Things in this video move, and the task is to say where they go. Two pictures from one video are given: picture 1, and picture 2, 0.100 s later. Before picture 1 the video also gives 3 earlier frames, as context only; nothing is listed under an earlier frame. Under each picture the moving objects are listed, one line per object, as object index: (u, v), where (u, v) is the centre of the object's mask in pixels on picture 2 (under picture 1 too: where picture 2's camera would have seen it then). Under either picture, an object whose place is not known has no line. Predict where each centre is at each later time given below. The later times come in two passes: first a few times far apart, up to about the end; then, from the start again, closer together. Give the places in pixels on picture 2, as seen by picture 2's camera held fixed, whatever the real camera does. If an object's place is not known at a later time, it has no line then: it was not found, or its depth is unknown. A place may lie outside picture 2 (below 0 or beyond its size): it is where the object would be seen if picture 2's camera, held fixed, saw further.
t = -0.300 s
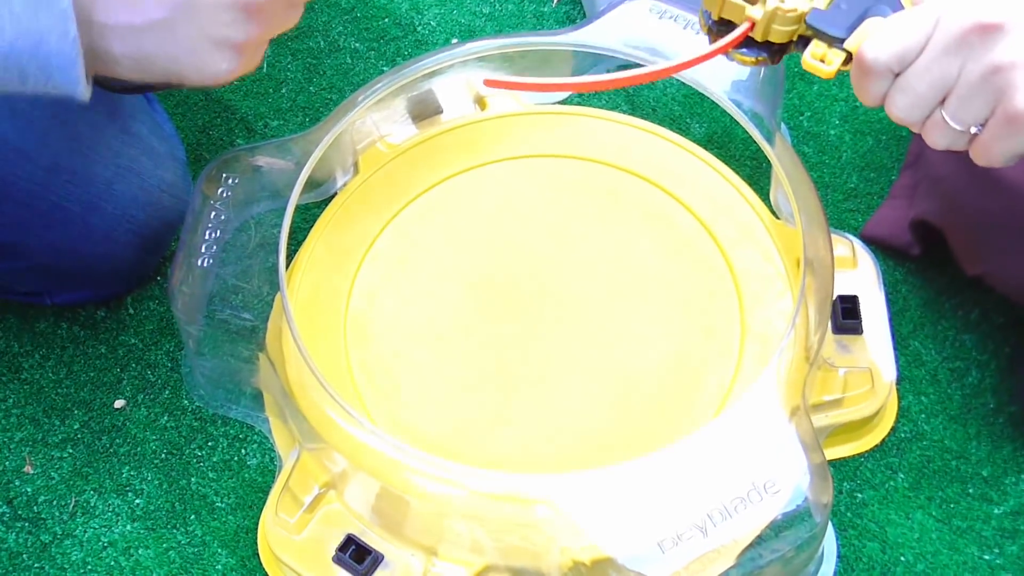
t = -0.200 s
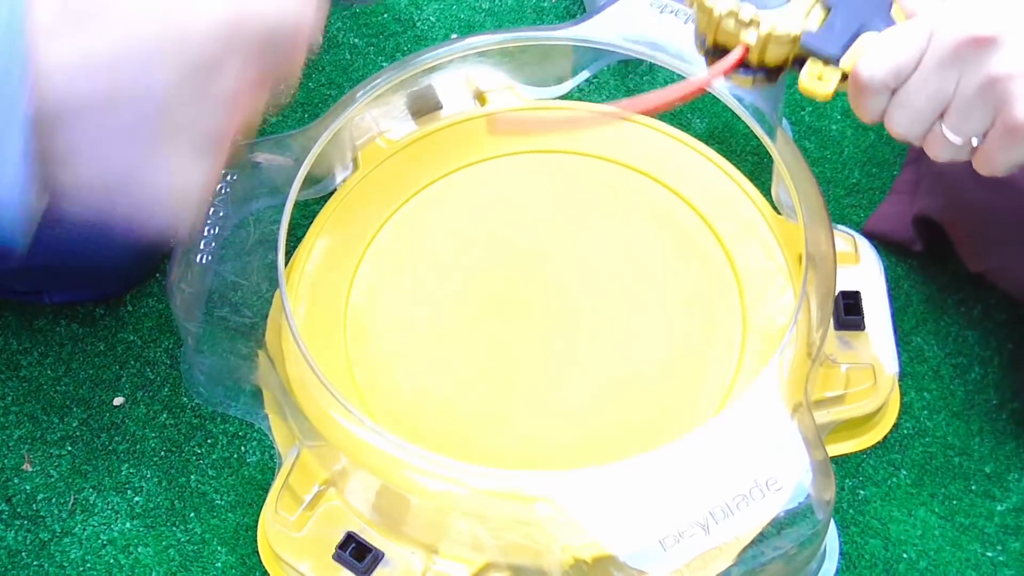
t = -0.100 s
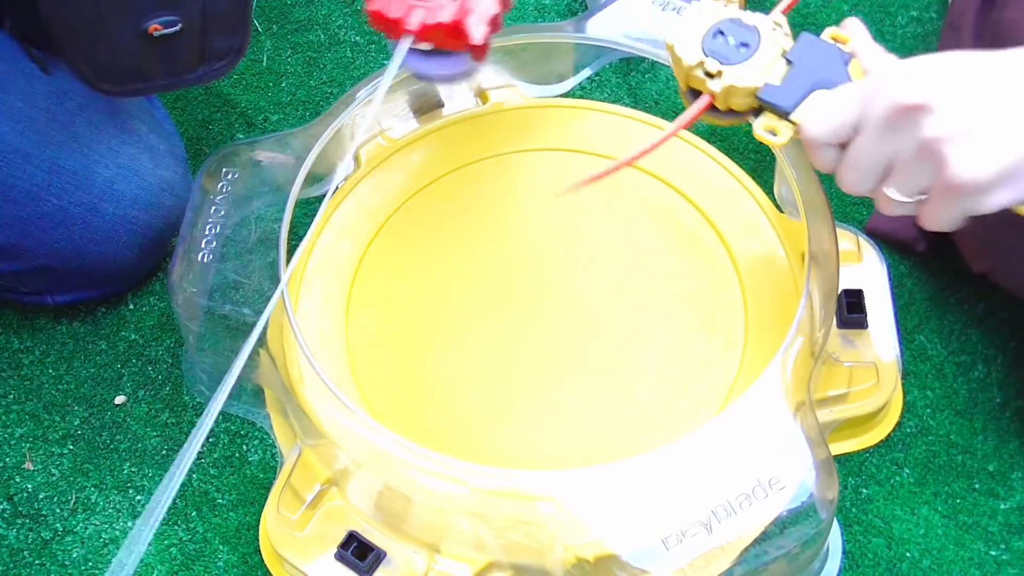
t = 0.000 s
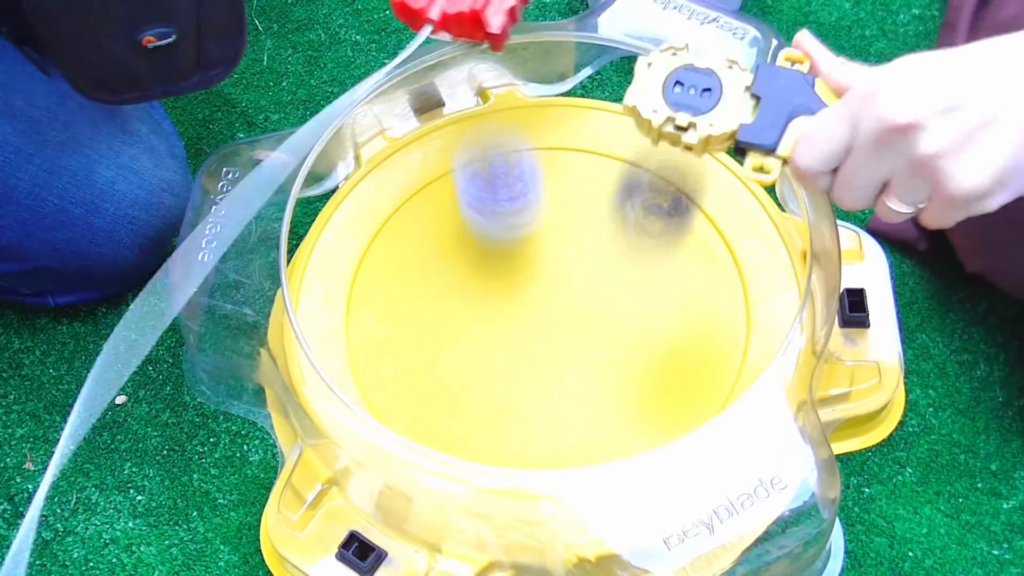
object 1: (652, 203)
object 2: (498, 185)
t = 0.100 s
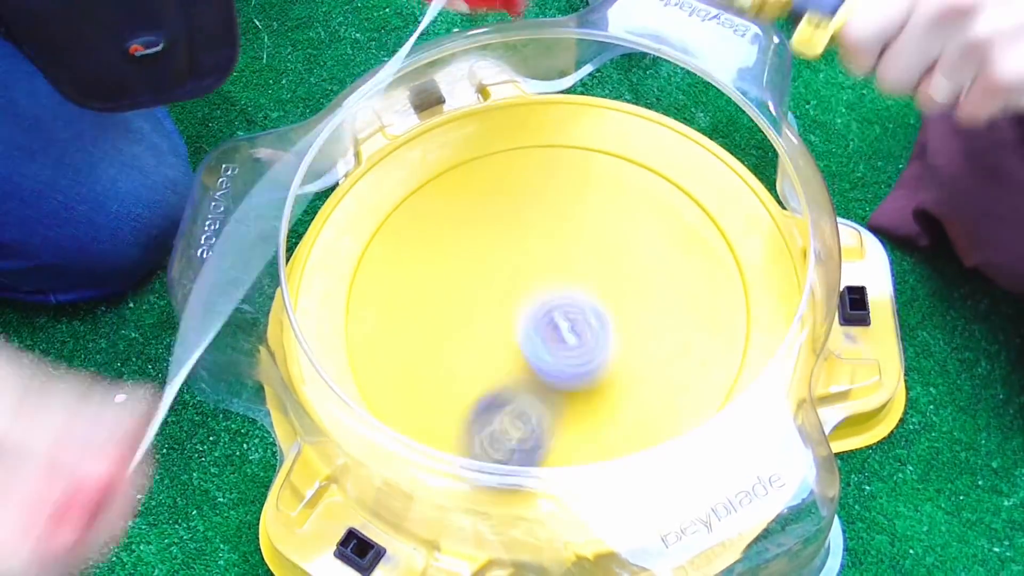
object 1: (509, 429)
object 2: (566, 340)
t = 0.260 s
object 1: (346, 400)
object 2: (610, 440)
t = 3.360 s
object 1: (600, 324)
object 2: (668, 412)
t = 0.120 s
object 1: (475, 461)
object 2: (580, 366)
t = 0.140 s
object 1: (452, 456)
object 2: (592, 383)
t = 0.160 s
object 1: (430, 444)
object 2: (603, 403)
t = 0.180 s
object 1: (410, 430)
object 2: (611, 417)
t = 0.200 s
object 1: (391, 418)
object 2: (615, 426)
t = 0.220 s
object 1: (374, 412)
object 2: (616, 433)
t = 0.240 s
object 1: (357, 405)
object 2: (614, 439)
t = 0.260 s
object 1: (346, 400)
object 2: (610, 440)
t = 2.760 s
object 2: (431, 440)
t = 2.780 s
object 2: (404, 418)
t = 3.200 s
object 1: (634, 317)
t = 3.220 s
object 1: (630, 319)
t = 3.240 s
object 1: (626, 320)
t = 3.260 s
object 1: (622, 322)
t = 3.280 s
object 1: (618, 323)
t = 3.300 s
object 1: (613, 324)
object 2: (729, 348)
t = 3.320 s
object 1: (608, 324)
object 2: (712, 372)
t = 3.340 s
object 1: (604, 324)
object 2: (692, 393)
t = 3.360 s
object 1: (600, 324)
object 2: (668, 412)
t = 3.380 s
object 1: (595, 324)
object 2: (643, 426)
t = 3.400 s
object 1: (591, 323)
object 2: (613, 437)
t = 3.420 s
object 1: (586, 323)
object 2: (578, 445)
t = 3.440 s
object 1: (581, 322)
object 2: (543, 473)
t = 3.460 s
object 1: (576, 320)
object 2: (508, 471)
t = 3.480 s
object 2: (474, 461)
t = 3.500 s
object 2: (443, 448)
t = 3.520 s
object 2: (413, 430)
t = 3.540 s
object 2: (388, 408)
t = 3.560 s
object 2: (369, 382)
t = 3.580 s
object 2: (355, 358)
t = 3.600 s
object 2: (349, 330)
